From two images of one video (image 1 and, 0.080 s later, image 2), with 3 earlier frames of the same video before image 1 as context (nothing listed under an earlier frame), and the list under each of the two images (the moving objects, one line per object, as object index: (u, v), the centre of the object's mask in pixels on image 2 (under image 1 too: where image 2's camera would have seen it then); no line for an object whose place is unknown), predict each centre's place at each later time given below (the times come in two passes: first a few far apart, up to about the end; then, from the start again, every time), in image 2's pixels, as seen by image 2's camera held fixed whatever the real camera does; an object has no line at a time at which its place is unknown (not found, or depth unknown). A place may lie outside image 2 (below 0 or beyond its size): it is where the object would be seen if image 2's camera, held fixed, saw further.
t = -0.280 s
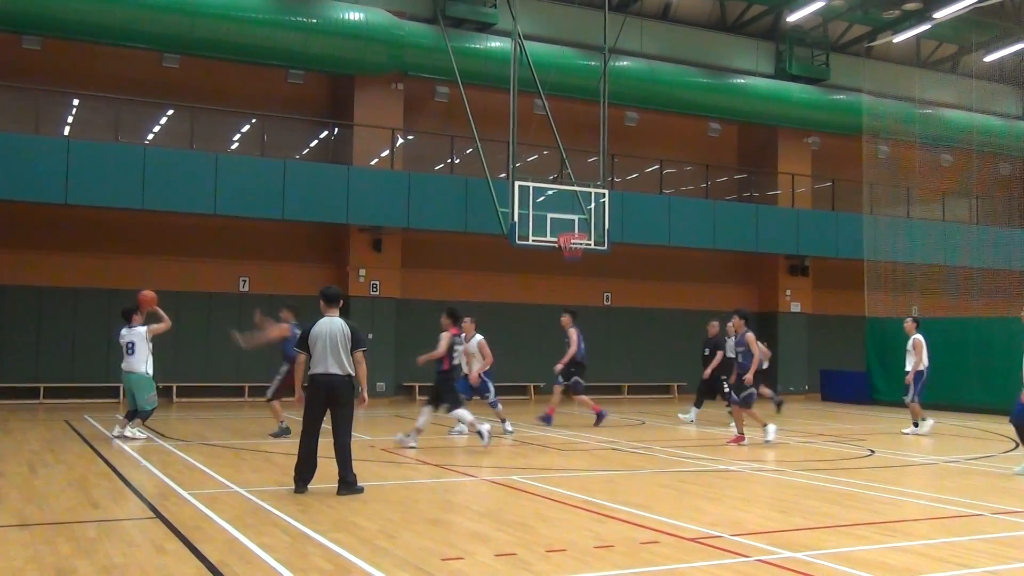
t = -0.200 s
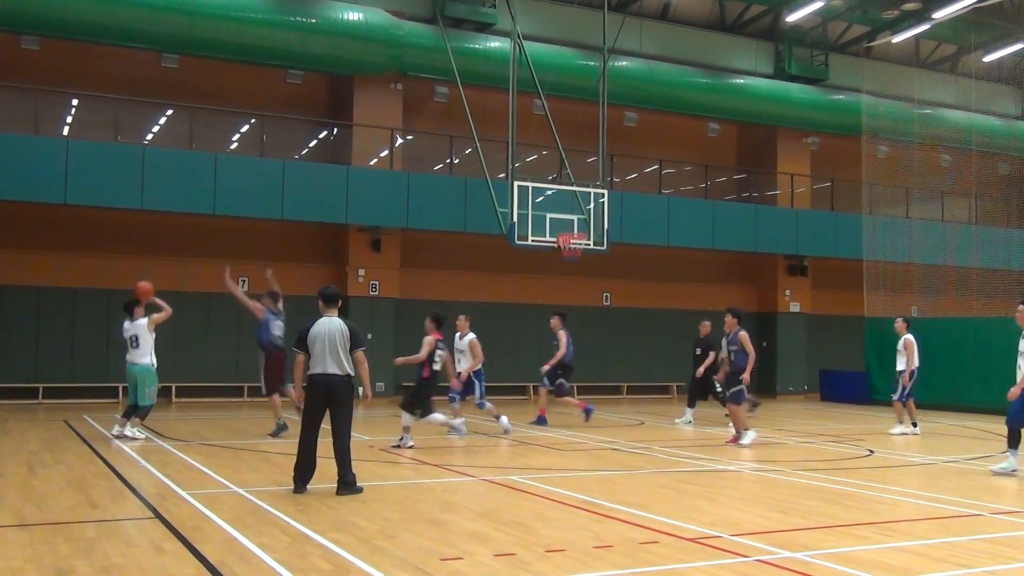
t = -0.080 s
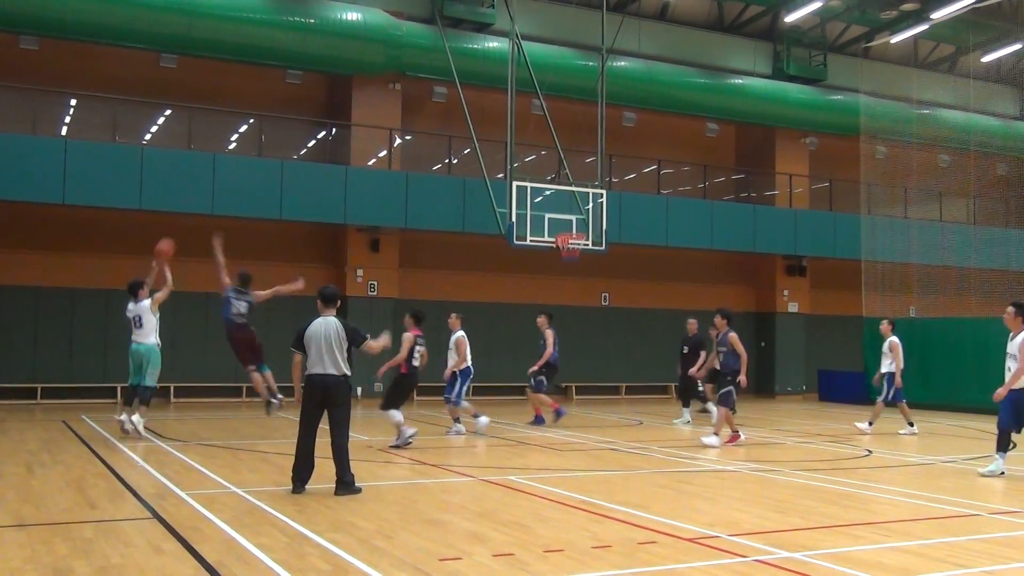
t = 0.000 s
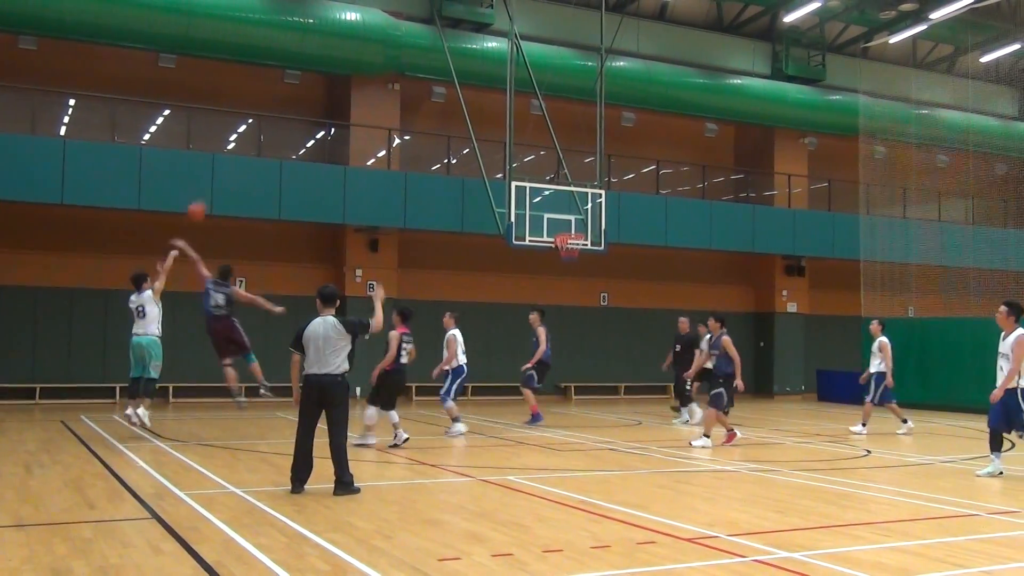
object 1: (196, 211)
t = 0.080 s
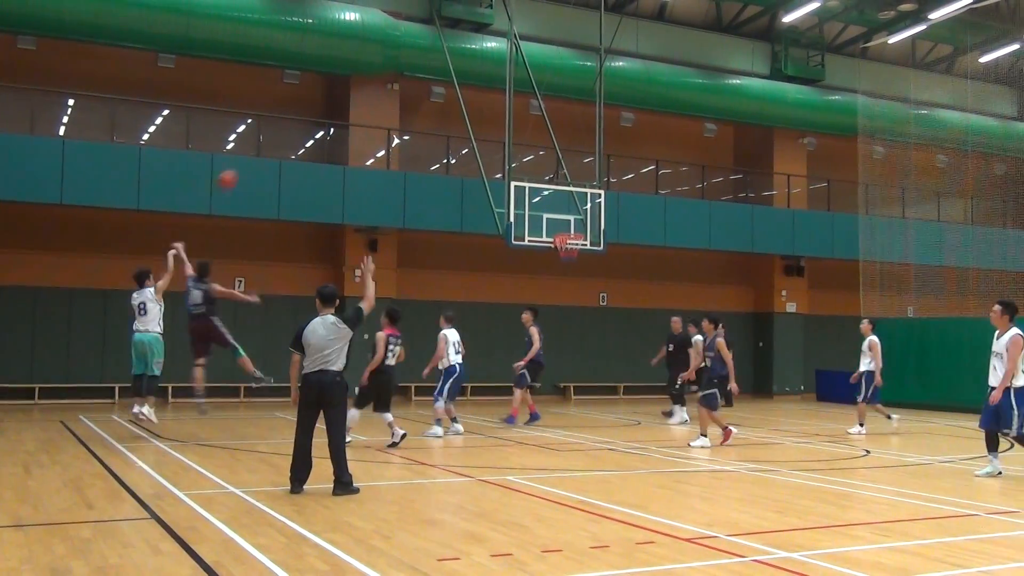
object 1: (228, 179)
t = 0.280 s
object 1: (301, 125)
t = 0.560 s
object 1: (389, 100)
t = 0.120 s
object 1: (243, 165)
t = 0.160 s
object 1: (257, 153)
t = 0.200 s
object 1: (273, 142)
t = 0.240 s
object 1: (287, 133)
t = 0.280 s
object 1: (301, 125)
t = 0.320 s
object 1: (314, 117)
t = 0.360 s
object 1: (327, 112)
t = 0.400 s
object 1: (340, 108)
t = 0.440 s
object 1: (352, 104)
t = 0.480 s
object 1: (364, 101)
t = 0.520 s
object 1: (376, 100)
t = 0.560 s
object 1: (389, 100)
